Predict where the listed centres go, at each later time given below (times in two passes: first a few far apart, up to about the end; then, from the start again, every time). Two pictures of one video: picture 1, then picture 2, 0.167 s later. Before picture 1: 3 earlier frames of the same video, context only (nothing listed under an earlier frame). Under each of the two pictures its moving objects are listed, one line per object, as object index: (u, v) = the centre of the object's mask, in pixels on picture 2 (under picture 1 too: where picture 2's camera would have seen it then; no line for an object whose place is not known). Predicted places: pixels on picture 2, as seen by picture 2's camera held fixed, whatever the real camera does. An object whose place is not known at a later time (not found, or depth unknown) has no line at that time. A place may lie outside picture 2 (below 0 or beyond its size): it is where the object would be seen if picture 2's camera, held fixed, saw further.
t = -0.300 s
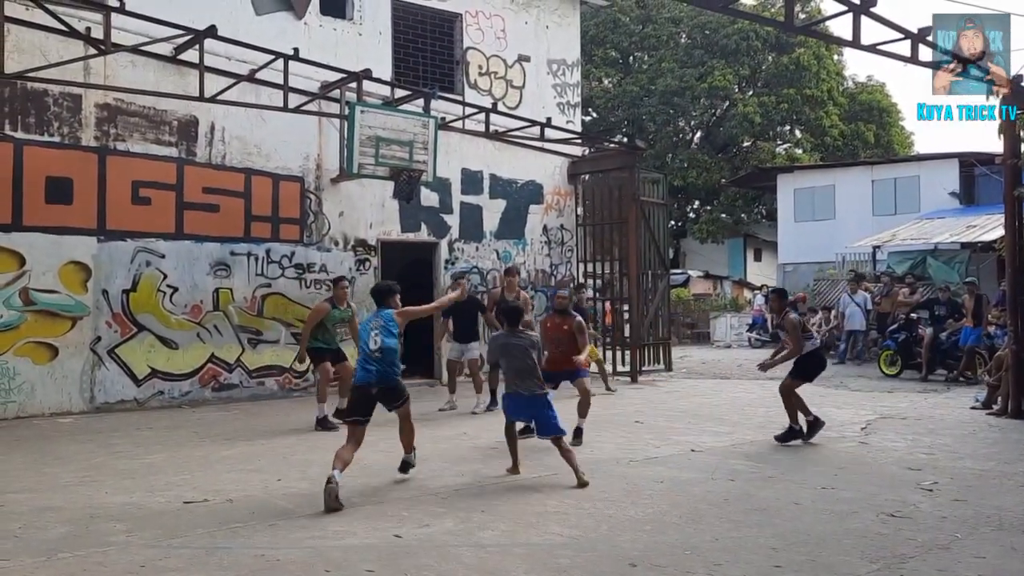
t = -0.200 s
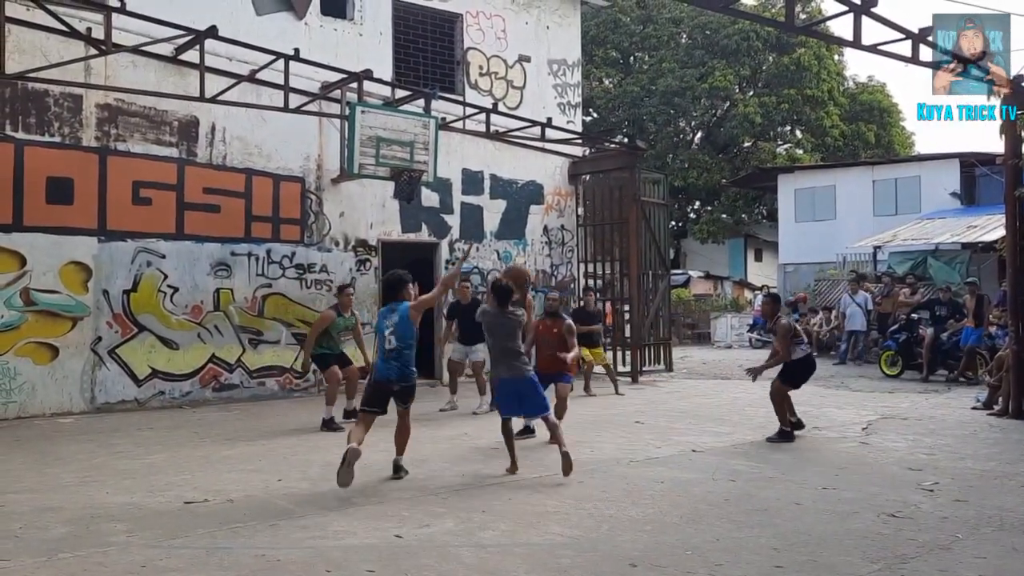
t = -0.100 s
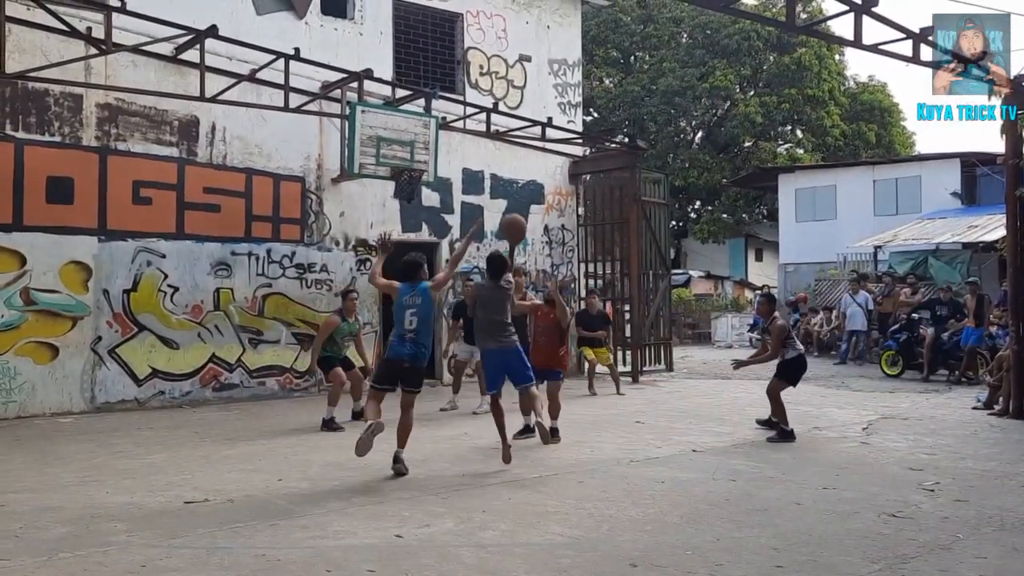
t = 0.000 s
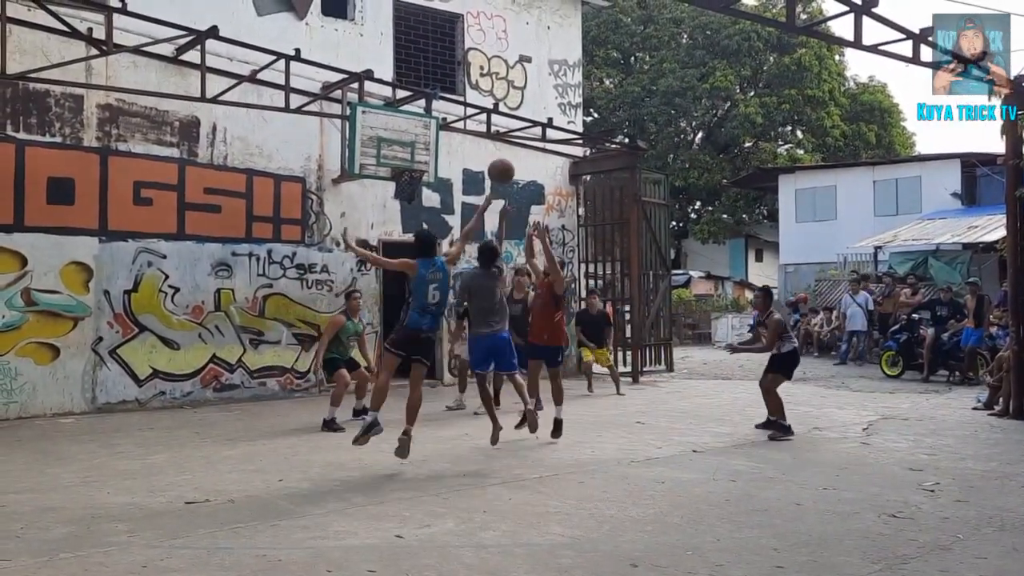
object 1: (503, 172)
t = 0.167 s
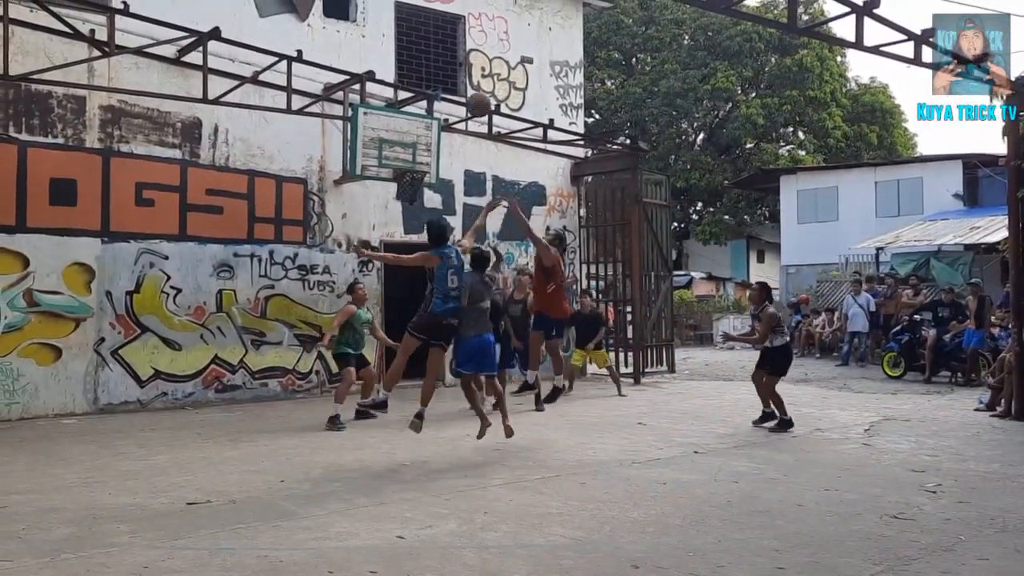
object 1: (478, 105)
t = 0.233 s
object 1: (470, 88)
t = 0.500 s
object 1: (439, 71)
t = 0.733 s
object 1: (419, 104)
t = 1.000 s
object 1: (415, 167)
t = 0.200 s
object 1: (474, 96)
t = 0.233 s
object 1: (470, 88)
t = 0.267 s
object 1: (466, 83)
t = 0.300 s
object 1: (461, 77)
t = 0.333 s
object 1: (458, 73)
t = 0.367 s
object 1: (453, 70)
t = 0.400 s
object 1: (450, 70)
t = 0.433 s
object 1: (447, 68)
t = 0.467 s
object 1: (443, 69)
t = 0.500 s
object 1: (439, 71)
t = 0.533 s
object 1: (436, 73)
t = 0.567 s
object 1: (433, 76)
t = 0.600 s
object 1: (430, 79)
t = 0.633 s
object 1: (428, 86)
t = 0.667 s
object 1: (424, 90)
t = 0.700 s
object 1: (421, 98)
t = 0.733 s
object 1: (419, 104)
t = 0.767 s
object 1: (416, 113)
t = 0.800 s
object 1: (413, 122)
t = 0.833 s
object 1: (410, 132)
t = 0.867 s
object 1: (407, 142)
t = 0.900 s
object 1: (405, 153)
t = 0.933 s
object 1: (402, 164)
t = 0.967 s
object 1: (411, 166)
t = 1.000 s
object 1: (415, 167)
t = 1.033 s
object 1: (415, 167)
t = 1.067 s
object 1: (414, 166)
